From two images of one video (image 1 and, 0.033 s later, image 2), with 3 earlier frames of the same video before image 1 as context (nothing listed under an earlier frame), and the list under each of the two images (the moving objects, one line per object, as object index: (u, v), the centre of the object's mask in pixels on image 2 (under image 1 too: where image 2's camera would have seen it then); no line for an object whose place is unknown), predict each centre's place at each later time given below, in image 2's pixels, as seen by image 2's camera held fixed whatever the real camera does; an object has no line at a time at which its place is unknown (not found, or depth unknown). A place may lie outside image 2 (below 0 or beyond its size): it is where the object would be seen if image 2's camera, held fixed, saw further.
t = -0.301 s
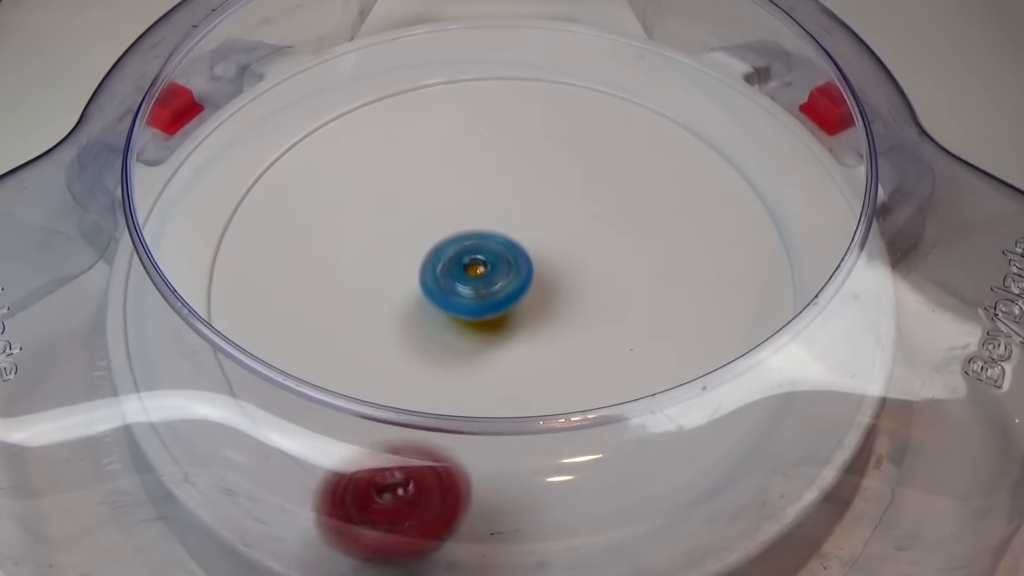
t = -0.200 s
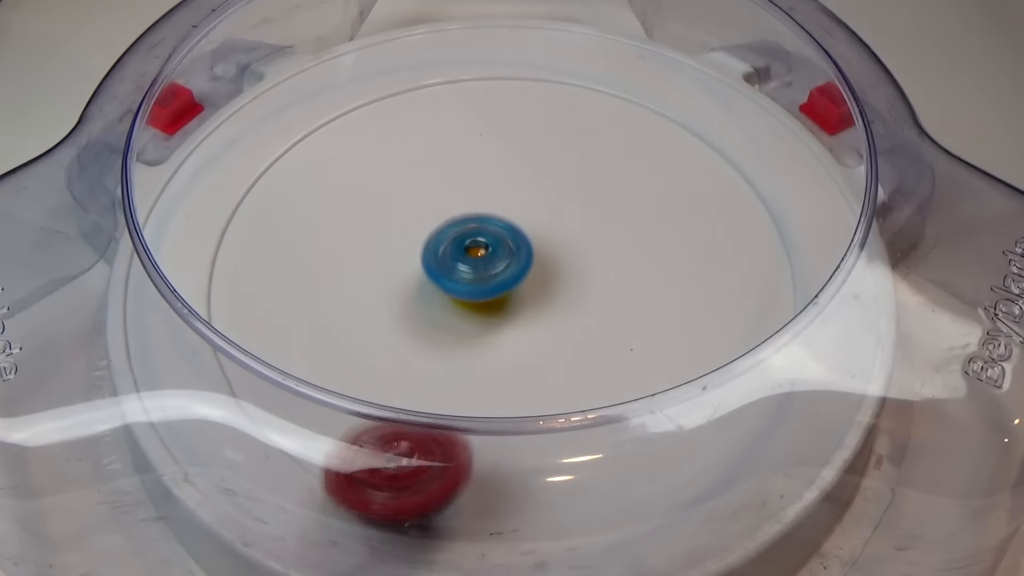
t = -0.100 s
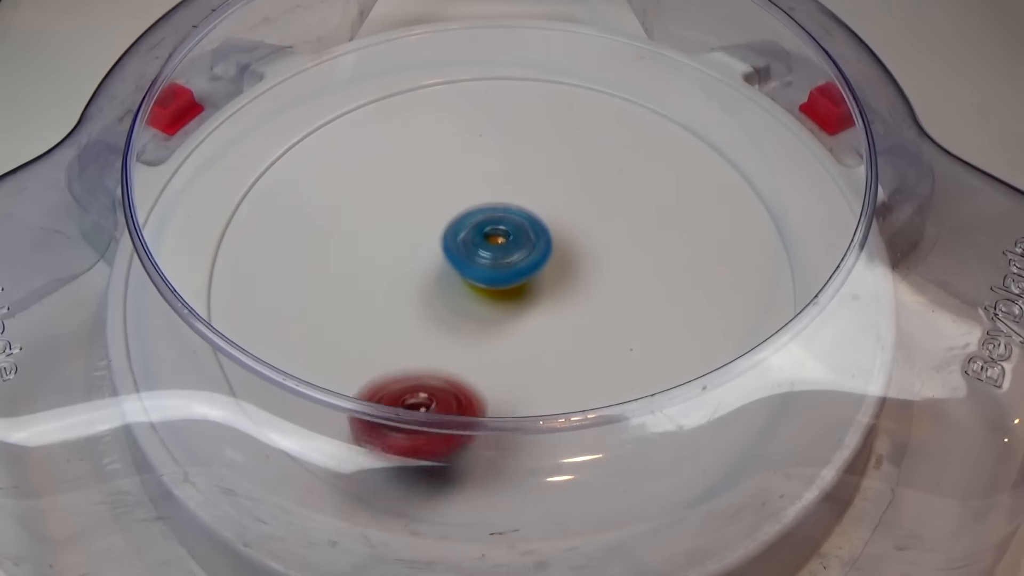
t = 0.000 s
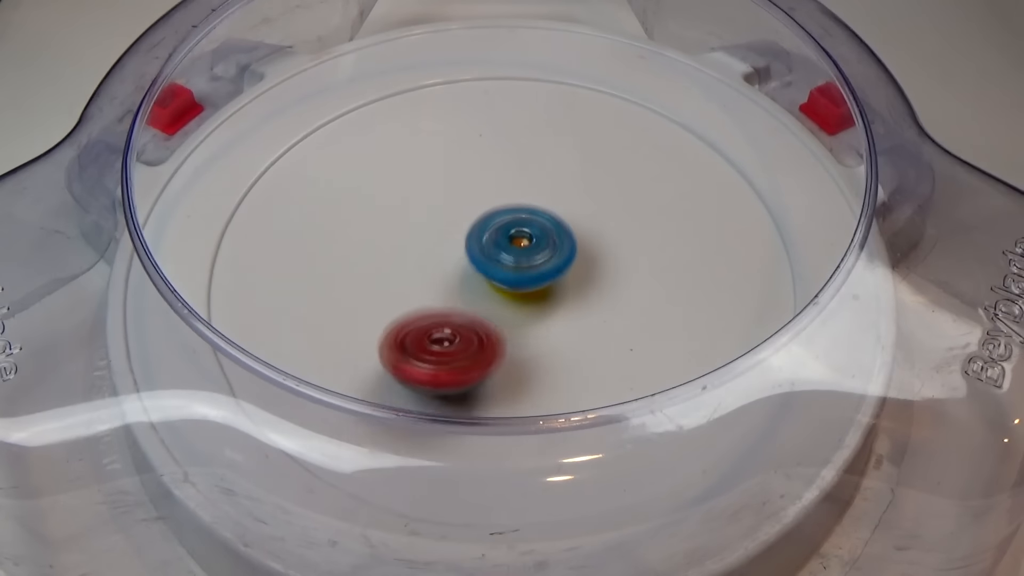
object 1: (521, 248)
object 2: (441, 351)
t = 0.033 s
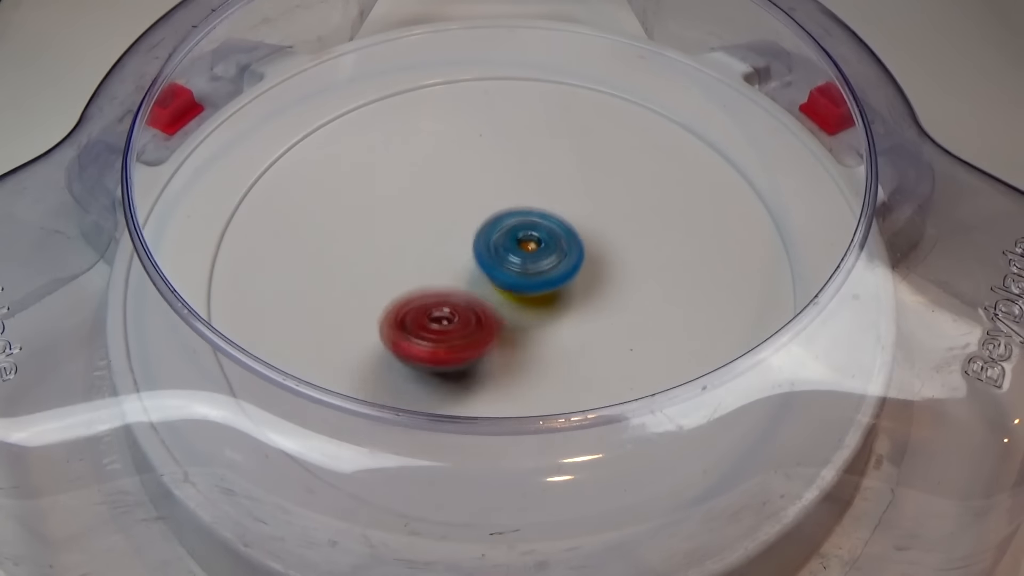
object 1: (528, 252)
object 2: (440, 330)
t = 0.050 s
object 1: (530, 254)
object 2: (436, 319)
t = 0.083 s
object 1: (534, 258)
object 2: (421, 300)
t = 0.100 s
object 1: (535, 262)
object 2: (411, 291)
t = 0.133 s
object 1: (535, 268)
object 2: (385, 274)
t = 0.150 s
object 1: (535, 271)
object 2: (369, 266)
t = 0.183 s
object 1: (530, 277)
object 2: (334, 254)
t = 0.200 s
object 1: (528, 279)
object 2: (315, 249)
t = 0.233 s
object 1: (521, 285)
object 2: (274, 242)
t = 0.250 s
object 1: (516, 287)
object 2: (250, 241)
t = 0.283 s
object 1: (507, 290)
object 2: (213, 243)
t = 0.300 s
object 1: (501, 292)
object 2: (222, 244)
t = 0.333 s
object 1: (489, 291)
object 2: (245, 259)
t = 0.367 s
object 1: (479, 290)
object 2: (275, 294)
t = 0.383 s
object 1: (473, 288)
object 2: (286, 296)
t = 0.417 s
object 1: (465, 282)
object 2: (309, 309)
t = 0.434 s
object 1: (461, 279)
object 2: (322, 321)
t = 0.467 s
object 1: (455, 271)
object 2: (345, 327)
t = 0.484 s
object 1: (455, 267)
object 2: (360, 335)
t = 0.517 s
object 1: (455, 258)
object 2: (389, 339)
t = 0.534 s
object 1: (455, 253)
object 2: (403, 339)
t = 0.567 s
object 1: (460, 244)
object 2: (428, 338)
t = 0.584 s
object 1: (463, 240)
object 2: (439, 334)
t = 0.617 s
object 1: (469, 232)
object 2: (458, 323)
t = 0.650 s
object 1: (486, 207)
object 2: (463, 322)
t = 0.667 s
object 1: (494, 193)
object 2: (461, 321)
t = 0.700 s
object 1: (508, 167)
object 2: (461, 316)
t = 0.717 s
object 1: (515, 155)
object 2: (461, 311)
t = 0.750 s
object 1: (529, 137)
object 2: (456, 301)
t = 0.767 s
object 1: (534, 129)
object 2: (456, 296)
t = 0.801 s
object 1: (542, 117)
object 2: (451, 283)
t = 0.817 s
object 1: (545, 113)
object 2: (448, 278)
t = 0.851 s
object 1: (548, 108)
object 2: (444, 266)
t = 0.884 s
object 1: (546, 107)
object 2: (437, 255)
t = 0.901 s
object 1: (543, 108)
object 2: (435, 250)
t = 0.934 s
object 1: (537, 112)
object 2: (429, 240)
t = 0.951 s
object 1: (534, 117)
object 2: (426, 236)
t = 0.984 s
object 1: (524, 127)
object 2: (421, 227)
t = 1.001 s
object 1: (519, 133)
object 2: (418, 223)
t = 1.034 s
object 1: (510, 147)
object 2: (412, 216)
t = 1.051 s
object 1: (506, 155)
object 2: (410, 213)
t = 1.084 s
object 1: (504, 168)
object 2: (396, 207)
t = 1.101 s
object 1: (513, 174)
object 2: (383, 205)
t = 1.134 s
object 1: (526, 187)
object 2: (362, 209)
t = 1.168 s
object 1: (539, 201)
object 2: (348, 209)
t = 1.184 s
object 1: (544, 208)
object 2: (344, 210)
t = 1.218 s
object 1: (552, 222)
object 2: (339, 211)
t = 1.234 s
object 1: (555, 229)
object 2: (339, 213)
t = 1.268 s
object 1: (562, 241)
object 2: (341, 216)
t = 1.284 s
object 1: (566, 246)
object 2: (342, 219)
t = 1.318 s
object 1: (571, 257)
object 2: (347, 222)
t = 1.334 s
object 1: (574, 260)
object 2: (351, 224)
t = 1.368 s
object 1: (581, 267)
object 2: (358, 227)
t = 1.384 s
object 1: (585, 269)
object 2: (362, 228)
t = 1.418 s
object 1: (594, 274)
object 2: (371, 228)
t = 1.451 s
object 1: (602, 276)
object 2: (382, 229)
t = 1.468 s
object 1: (607, 277)
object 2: (387, 228)
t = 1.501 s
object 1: (615, 276)
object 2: (400, 227)
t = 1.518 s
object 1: (619, 275)
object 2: (405, 226)
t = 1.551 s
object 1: (629, 272)
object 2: (419, 223)
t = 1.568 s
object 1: (633, 270)
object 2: (424, 222)
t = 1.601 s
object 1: (638, 265)
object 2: (436, 218)
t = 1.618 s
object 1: (640, 263)
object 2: (442, 217)
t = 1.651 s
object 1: (642, 258)
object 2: (453, 212)
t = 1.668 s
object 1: (643, 255)
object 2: (458, 211)
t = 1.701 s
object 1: (644, 250)
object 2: (469, 206)
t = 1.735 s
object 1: (644, 247)
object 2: (477, 201)
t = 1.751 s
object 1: (644, 245)
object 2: (482, 198)
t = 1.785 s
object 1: (641, 243)
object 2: (490, 193)
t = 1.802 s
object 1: (639, 242)
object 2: (493, 190)
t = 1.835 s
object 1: (633, 240)
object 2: (500, 185)
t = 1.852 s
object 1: (630, 239)
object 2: (503, 183)
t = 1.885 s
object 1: (623, 239)
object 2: (510, 178)
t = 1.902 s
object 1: (619, 238)
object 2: (513, 176)
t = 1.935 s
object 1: (611, 239)
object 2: (519, 172)
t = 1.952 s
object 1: (606, 239)
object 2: (522, 170)
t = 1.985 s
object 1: (596, 241)
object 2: (525, 166)
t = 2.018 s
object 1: (584, 243)
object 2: (529, 163)
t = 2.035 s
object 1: (578, 244)
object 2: (530, 162)
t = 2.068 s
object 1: (567, 246)
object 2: (535, 159)
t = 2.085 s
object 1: (562, 248)
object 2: (536, 159)
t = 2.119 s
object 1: (553, 250)
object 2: (539, 157)
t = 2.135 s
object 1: (548, 251)
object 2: (541, 157)
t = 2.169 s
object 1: (540, 253)
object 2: (542, 157)
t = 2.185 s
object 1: (537, 255)
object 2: (543, 156)
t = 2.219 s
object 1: (530, 257)
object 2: (545, 158)
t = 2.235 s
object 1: (528, 258)
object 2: (546, 157)
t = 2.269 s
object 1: (524, 259)
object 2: (547, 159)
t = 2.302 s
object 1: (521, 260)
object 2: (548, 161)
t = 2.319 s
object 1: (521, 260)
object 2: (550, 162)
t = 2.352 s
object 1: (520, 261)
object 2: (550, 165)
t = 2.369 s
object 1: (520, 261)
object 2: (551, 166)
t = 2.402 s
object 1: (519, 263)
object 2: (554, 169)
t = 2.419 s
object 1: (518, 264)
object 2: (555, 171)
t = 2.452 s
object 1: (516, 268)
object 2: (557, 173)
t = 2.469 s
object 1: (514, 269)
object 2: (558, 175)
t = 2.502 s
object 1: (511, 273)
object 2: (560, 179)
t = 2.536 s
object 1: (508, 276)
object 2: (565, 182)
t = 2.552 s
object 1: (506, 277)
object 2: (567, 184)
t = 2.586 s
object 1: (503, 281)
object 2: (570, 188)
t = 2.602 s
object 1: (501, 282)
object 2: (574, 190)
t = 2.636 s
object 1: (498, 284)
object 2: (577, 195)
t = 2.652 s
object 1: (497, 285)
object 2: (579, 197)
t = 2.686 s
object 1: (494, 287)
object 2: (585, 202)
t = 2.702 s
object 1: (492, 288)
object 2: (587, 204)
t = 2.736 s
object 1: (488, 291)
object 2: (591, 208)
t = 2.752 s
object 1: (487, 292)
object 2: (594, 211)
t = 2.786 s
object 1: (483, 293)
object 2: (598, 216)
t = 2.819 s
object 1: (479, 295)
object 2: (602, 219)
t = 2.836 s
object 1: (477, 295)
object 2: (604, 222)
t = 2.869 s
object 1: (474, 296)
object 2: (607, 227)
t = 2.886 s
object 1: (472, 296)
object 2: (609, 229)
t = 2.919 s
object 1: (469, 297)
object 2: (613, 233)
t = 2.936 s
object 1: (468, 297)
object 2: (615, 236)
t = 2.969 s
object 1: (465, 297)
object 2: (617, 241)
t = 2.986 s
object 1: (463, 296)
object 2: (619, 242)
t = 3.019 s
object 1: (460, 296)
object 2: (621, 247)
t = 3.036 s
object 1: (459, 296)
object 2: (622, 249)
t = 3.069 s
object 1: (457, 295)
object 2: (624, 252)
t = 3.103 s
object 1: (455, 294)
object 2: (626, 256)
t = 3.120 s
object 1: (454, 293)
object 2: (625, 258)
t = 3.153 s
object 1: (452, 292)
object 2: (626, 262)
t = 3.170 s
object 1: (451, 291)
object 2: (627, 264)
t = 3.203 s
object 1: (449, 290)
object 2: (626, 268)
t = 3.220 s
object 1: (449, 289)
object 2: (625, 270)
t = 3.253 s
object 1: (447, 287)
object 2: (626, 273)
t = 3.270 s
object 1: (447, 286)
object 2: (625, 275)
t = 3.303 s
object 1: (445, 285)
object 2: (623, 279)
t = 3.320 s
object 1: (444, 284)
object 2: (622, 280)
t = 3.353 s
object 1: (443, 282)
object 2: (620, 284)
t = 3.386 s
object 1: (442, 280)
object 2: (618, 288)
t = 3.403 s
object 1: (441, 278)
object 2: (616, 290)
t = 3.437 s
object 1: (440, 276)
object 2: (613, 293)
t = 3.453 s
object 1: (440, 275)
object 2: (612, 295)
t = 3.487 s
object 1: (439, 273)
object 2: (608, 299)
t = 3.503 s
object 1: (439, 272)
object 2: (605, 301)
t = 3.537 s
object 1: (439, 269)
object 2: (601, 304)
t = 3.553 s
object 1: (439, 268)
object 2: (599, 306)
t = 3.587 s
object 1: (439, 266)
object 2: (594, 310)
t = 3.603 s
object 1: (440, 265)
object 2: (590, 312)
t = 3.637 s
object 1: (440, 262)
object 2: (584, 315)
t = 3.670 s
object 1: (441, 260)
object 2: (580, 318)
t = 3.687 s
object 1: (442, 259)
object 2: (577, 320)
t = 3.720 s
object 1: (443, 256)
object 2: (569, 323)
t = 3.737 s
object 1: (444, 255)
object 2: (566, 324)
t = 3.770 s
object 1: (446, 253)
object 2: (561, 327)
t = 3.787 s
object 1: (447, 252)
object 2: (559, 328)
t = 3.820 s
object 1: (449, 249)
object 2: (552, 330)
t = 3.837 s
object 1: (450, 248)
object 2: (548, 331)
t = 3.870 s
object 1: (453, 246)
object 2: (542, 332)
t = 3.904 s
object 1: (456, 244)
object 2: (538, 333)
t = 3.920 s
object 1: (457, 243)
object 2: (536, 333)
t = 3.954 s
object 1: (460, 240)
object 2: (530, 334)
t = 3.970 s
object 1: (461, 240)
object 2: (528, 334)
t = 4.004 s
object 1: (464, 238)
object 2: (525, 332)
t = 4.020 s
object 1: (466, 237)
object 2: (523, 331)
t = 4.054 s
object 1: (469, 235)
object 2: (520, 328)
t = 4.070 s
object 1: (470, 234)
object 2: (518, 326)
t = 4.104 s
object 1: (473, 232)
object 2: (512, 322)
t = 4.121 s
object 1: (474, 231)
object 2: (510, 320)
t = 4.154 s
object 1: (478, 228)
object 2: (507, 316)
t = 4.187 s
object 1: (480, 223)
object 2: (505, 317)
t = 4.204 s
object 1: (482, 221)
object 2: (503, 316)
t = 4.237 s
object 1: (485, 219)
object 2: (499, 316)
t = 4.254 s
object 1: (487, 219)
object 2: (497, 315)
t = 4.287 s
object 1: (491, 218)
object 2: (494, 313)
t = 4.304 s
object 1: (493, 218)
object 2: (493, 311)
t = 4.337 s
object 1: (496, 218)
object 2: (490, 308)
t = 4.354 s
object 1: (497, 218)
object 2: (489, 307)
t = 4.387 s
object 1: (501, 218)
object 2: (485, 305)
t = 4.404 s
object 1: (504, 212)
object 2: (479, 309)
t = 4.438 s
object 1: (512, 201)
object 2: (469, 320)
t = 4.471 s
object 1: (519, 194)
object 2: (460, 325)
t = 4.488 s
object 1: (521, 192)
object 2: (457, 326)
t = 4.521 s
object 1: (524, 191)
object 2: (453, 327)
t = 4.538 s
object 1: (525, 191)
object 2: (452, 327)
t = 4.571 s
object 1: (524, 193)
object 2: (452, 326)
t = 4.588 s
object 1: (524, 194)
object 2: (453, 325)
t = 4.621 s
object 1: (523, 196)
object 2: (455, 323)
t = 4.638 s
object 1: (522, 198)
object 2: (457, 322)
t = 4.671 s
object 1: (521, 201)
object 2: (459, 319)
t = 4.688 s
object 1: (521, 203)
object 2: (460, 318)
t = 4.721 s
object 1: (520, 206)
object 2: (461, 314)
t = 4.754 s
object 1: (520, 209)
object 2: (463, 311)
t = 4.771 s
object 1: (519, 211)
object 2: (464, 309)
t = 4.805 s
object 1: (518, 214)
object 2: (466, 306)
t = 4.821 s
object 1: (518, 216)
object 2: (467, 305)
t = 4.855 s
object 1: (518, 219)
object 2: (468, 301)
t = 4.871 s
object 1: (518, 221)
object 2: (469, 300)
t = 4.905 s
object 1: (534, 217)
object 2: (452, 303)
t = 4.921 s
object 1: (546, 213)
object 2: (438, 305)
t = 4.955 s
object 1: (569, 206)
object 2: (417, 309)
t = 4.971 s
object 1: (576, 204)
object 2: (409, 309)
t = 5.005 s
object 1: (591, 203)
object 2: (399, 307)
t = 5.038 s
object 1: (599, 203)
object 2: (394, 305)
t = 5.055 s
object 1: (602, 203)
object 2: (393, 303)
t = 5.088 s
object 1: (601, 206)
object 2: (393, 300)
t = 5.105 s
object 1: (600, 208)
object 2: (394, 299)
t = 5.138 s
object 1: (598, 213)
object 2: (396, 297)
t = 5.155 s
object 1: (597, 215)
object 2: (397, 295)
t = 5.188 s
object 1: (593, 219)
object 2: (400, 293)
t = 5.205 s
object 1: (590, 221)
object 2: (402, 291)
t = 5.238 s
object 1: (584, 227)
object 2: (406, 289)
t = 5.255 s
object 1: (582, 229)
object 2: (408, 287)
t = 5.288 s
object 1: (577, 234)
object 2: (412, 284)
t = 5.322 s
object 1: (571, 238)
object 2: (417, 281)
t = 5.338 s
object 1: (568, 241)
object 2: (419, 279)
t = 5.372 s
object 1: (563, 246)
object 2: (424, 276)
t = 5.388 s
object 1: (560, 249)
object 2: (426, 274)
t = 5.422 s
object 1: (556, 254)
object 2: (430, 270)
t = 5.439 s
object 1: (552, 257)
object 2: (432, 268)
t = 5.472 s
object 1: (547, 265)
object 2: (434, 264)
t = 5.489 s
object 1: (559, 271)
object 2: (421, 257)
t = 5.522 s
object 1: (583, 283)
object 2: (396, 242)
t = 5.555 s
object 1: (599, 294)
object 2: (379, 229)
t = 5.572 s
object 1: (608, 299)
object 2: (374, 225)
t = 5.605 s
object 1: (619, 305)
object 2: (371, 219)
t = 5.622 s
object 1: (622, 307)
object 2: (370, 217)
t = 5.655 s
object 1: (625, 311)
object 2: (370, 213)
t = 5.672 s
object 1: (626, 311)
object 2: (370, 212)
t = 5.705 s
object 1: (626, 310)
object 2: (370, 210)
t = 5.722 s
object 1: (623, 310)
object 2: (372, 210)
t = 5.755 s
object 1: (620, 309)
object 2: (375, 210)
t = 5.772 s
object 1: (618, 307)
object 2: (377, 209)
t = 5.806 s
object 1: (609, 303)
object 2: (382, 210)
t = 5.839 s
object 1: (603, 300)
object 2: (388, 210)
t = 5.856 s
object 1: (598, 298)
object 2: (391, 210)
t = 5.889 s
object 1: (586, 294)
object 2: (396, 210)
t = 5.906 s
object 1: (582, 293)
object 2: (399, 210)
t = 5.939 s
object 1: (570, 294)
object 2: (406, 211)
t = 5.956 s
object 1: (562, 288)
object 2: (409, 211)
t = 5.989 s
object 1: (547, 290)
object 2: (416, 213)
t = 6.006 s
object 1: (537, 289)
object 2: (420, 214)
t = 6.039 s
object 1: (518, 286)
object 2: (429, 215)
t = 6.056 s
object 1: (508, 283)
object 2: (432, 214)
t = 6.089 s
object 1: (495, 306)
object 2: (436, 191)
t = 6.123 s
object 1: (480, 323)
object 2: (443, 169)
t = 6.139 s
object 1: (474, 329)
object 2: (447, 161)
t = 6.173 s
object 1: (463, 336)
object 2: (452, 147)
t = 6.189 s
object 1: (458, 339)
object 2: (456, 142)
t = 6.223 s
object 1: (454, 342)
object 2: (464, 133)
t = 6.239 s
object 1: (449, 345)
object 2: (469, 129)
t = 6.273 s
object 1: (449, 340)
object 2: (475, 121)
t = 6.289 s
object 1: (451, 339)
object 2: (479, 119)
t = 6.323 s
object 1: (453, 335)
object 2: (486, 116)
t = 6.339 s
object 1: (456, 337)
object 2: (490, 114)
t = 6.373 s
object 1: (461, 329)
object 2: (493, 114)
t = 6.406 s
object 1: (469, 325)
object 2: (496, 116)
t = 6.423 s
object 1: (469, 321)
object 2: (499, 119)
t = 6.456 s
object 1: (475, 315)
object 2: (501, 122)
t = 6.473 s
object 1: (476, 309)
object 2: (503, 125)
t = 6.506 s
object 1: (478, 299)
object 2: (506, 132)
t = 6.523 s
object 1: (480, 294)
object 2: (510, 135)
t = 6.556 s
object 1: (480, 281)
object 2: (513, 142)
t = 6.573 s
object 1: (480, 275)
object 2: (517, 146)
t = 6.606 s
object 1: (478, 260)
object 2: (526, 155)
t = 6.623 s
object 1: (478, 253)
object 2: (532, 158)
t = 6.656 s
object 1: (476, 238)
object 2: (542, 167)
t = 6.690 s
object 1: (468, 228)
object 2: (562, 171)
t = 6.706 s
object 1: (462, 224)
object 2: (576, 172)
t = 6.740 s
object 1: (458, 218)
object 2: (597, 173)
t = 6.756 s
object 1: (455, 214)
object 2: (609, 173)
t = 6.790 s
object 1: (453, 211)
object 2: (634, 173)
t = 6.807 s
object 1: (452, 209)
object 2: (643, 171)
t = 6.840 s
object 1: (451, 209)
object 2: (662, 171)
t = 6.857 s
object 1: (453, 209)
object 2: (670, 172)
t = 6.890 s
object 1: (452, 211)
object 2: (683, 171)
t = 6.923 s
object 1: (453, 213)
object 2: (694, 173)
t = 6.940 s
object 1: (456, 216)
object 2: (699, 175)
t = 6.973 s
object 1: (458, 218)
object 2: (701, 177)
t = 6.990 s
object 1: (460, 221)
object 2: (703, 179)
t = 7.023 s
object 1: (464, 223)
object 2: (702, 183)
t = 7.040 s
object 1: (465, 226)
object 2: (699, 184)
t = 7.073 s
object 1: (471, 229)
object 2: (693, 190)
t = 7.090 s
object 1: (472, 231)
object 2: (689, 194)
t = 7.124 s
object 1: (482, 234)
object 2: (683, 199)
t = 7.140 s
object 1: (483, 234)
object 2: (679, 203)
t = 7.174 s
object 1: (494, 237)
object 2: (672, 212)
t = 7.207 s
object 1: (501, 238)
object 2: (664, 220)
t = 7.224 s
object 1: (507, 239)
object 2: (660, 225)
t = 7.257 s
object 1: (515, 240)
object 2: (654, 237)
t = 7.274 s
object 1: (521, 241)
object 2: (649, 243)
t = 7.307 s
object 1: (527, 240)
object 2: (644, 259)
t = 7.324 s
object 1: (525, 239)
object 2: (648, 270)
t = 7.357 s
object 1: (522, 236)
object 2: (655, 289)
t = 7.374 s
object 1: (521, 236)
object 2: (659, 299)
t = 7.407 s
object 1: (518, 236)
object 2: (666, 317)
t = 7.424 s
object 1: (518, 236)
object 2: (667, 325)
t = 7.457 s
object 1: (514, 238)
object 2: (668, 340)
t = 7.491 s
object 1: (510, 239)
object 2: (670, 348)
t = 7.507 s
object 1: (509, 241)
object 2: (667, 353)
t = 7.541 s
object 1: (503, 242)
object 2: (665, 358)
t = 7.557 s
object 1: (502, 243)
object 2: (666, 361)
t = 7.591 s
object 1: (498, 244)
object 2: (659, 366)
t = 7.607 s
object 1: (498, 245)
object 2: (657, 367)
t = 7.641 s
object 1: (496, 246)
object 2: (652, 370)
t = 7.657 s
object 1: (496, 247)
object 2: (648, 372)
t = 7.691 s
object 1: (495, 250)
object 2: (642, 373)
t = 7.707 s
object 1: (496, 250)
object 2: (637, 372)
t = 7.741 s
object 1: (496, 253)
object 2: (627, 373)
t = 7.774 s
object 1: (496, 254)
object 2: (616, 373)
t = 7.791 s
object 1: (497, 256)
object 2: (610, 374)
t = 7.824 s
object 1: (497, 259)
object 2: (598, 374)
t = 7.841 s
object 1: (498, 259)
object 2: (588, 374)
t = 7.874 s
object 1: (498, 262)
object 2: (572, 373)
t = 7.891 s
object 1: (498, 262)
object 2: (564, 373)
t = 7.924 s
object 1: (498, 264)
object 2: (541, 371)
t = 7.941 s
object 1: (497, 264)
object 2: (529, 370)
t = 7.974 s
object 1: (498, 265)
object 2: (504, 369)
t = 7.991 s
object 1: (498, 265)
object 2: (490, 368)
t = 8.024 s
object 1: (498, 269)
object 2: (464, 364)
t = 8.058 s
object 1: (498, 270)
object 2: (438, 360)
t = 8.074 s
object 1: (498, 268)
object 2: (428, 359)
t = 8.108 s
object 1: (498, 269)
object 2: (401, 356)
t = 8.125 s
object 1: (499, 268)
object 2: (389, 354)
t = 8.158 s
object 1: (500, 268)
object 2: (368, 349)
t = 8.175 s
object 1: (500, 268)
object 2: (360, 347)
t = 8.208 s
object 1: (502, 267)
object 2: (344, 342)
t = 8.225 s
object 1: (503, 268)
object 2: (336, 342)
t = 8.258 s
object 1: (504, 266)
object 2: (320, 337)
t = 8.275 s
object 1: (506, 267)
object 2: (311, 335)
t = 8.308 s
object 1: (506, 267)
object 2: (303, 332)
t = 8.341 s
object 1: (507, 266)
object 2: (299, 328)
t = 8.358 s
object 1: (508, 266)
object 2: (299, 326)
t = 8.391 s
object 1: (509, 266)
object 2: (301, 322)
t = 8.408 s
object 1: (510, 267)
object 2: (305, 319)
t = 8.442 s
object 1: (510, 265)
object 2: (307, 313)
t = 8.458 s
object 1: (510, 265)
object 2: (310, 310)
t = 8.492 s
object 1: (513, 266)
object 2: (315, 303)
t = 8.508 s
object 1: (511, 266)
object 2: (316, 300)
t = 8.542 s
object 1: (513, 268)
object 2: (327, 296)
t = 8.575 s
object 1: (512, 269)
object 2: (337, 290)
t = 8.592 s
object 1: (511, 268)
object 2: (343, 288)
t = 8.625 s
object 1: (512, 270)
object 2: (354, 279)
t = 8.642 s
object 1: (509, 269)
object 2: (359, 274)
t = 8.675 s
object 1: (509, 271)
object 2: (371, 259)
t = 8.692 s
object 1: (508, 271)
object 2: (376, 251)
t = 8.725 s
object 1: (506, 272)
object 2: (387, 235)
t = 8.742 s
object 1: (506, 273)
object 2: (393, 226)
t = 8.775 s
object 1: (504, 273)
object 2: (402, 210)
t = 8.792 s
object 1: (504, 275)
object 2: (409, 202)
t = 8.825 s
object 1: (503, 276)
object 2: (416, 184)
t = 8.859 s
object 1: (500, 275)
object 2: (426, 169)
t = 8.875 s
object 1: (500, 277)
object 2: (428, 159)
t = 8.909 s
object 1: (498, 277)
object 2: (435, 146)
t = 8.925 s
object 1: (499, 278)
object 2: (439, 138)
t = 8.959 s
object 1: (496, 277)
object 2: (443, 126)
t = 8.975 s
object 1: (497, 276)
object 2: (448, 121)
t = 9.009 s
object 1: (494, 277)
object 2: (450, 113)
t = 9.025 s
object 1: (492, 275)
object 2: (455, 109)
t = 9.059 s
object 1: (493, 275)
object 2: (455, 104)
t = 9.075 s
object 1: (489, 275)
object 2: (459, 103)
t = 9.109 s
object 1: (489, 273)
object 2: (460, 103)
